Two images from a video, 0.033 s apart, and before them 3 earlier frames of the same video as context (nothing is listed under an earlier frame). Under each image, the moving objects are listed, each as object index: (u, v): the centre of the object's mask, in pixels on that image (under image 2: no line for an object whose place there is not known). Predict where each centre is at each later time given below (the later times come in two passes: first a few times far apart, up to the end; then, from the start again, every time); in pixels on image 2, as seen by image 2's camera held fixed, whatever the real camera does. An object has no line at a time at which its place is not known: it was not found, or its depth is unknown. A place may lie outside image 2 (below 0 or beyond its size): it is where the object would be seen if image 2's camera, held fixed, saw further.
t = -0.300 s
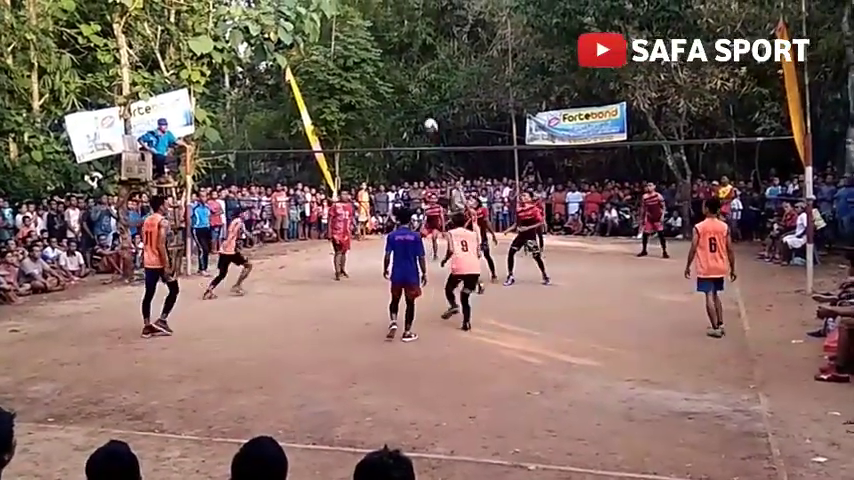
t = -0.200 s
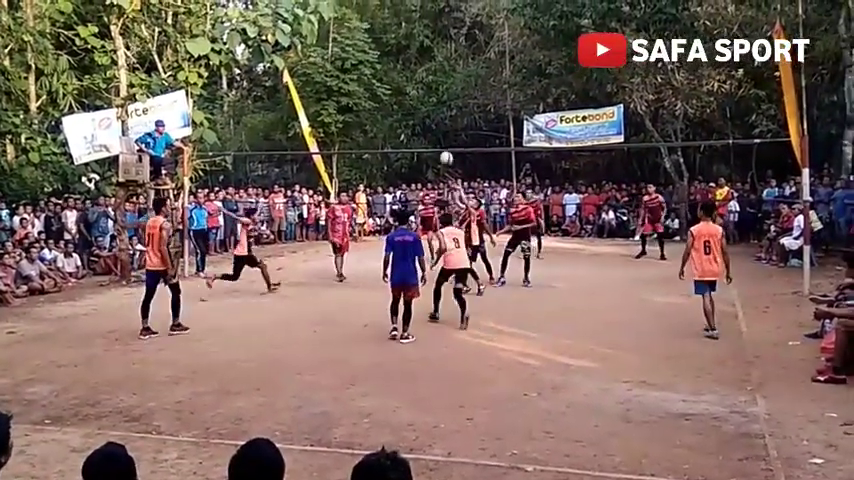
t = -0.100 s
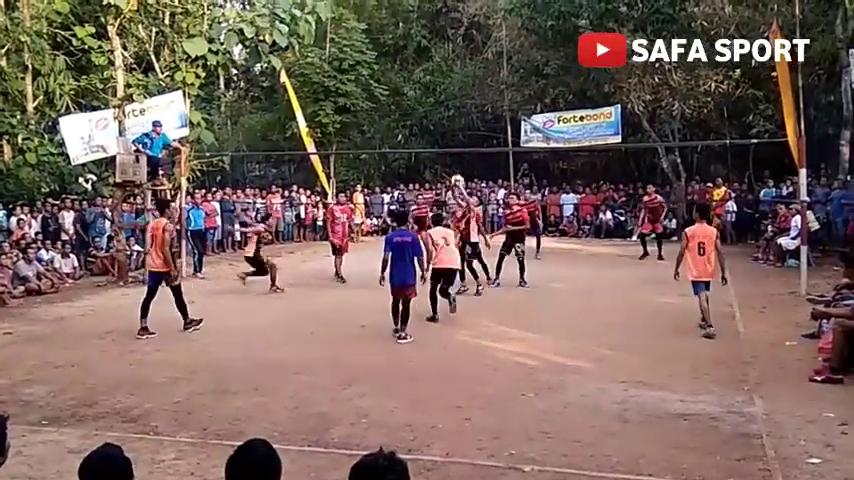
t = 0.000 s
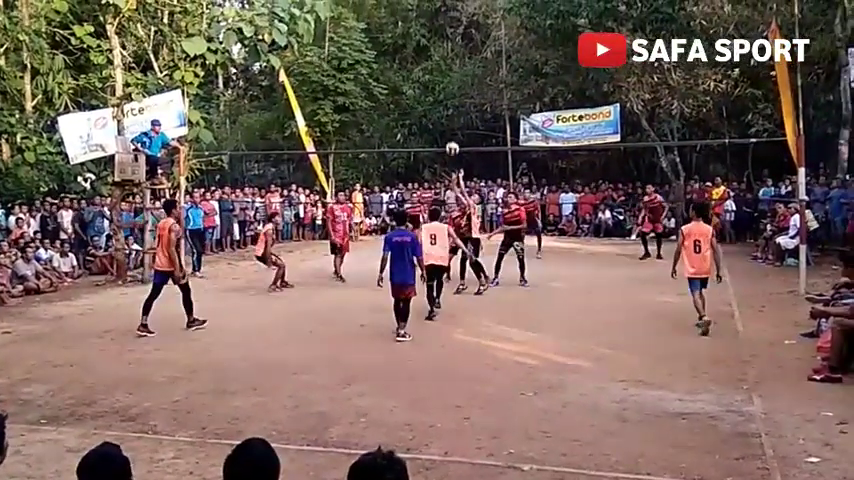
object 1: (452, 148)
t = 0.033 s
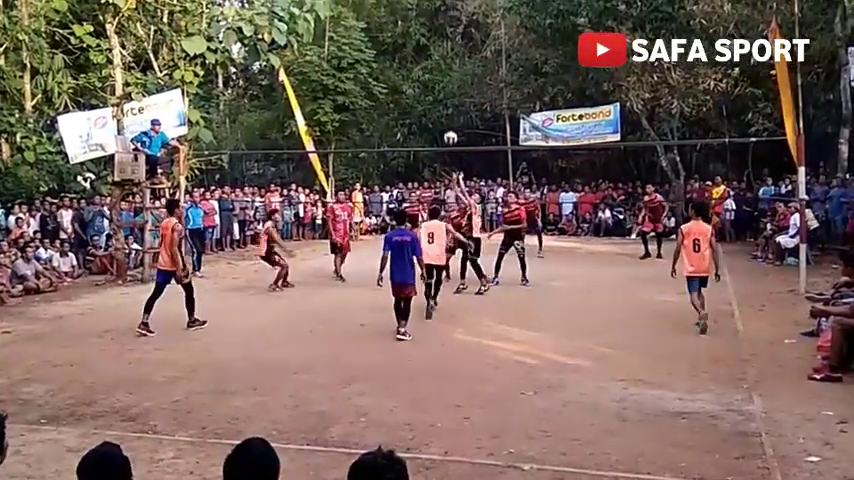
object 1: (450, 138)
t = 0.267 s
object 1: (438, 88)
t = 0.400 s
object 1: (433, 75)
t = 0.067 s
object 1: (448, 129)
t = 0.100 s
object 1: (447, 120)
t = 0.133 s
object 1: (445, 112)
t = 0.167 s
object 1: (444, 106)
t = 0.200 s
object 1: (442, 99)
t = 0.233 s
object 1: (440, 93)
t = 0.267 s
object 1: (438, 88)
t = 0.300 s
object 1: (437, 84)
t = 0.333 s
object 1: (435, 80)
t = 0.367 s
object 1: (434, 77)
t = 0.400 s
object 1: (433, 75)
